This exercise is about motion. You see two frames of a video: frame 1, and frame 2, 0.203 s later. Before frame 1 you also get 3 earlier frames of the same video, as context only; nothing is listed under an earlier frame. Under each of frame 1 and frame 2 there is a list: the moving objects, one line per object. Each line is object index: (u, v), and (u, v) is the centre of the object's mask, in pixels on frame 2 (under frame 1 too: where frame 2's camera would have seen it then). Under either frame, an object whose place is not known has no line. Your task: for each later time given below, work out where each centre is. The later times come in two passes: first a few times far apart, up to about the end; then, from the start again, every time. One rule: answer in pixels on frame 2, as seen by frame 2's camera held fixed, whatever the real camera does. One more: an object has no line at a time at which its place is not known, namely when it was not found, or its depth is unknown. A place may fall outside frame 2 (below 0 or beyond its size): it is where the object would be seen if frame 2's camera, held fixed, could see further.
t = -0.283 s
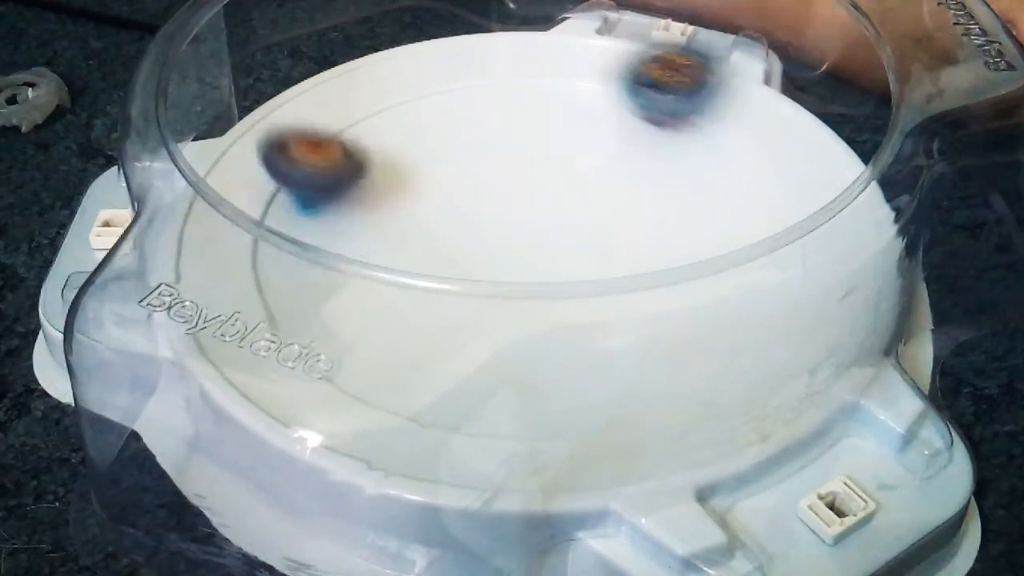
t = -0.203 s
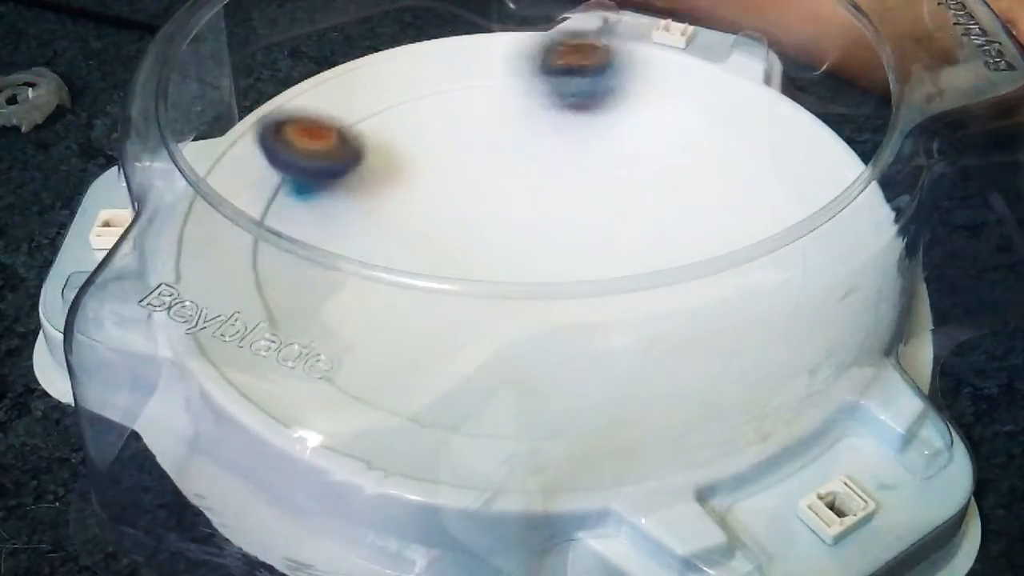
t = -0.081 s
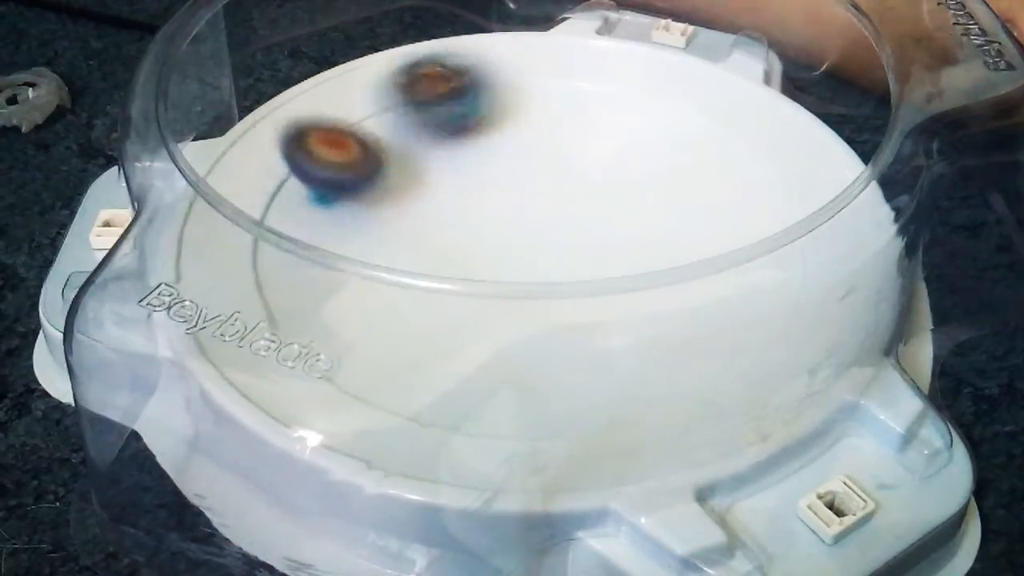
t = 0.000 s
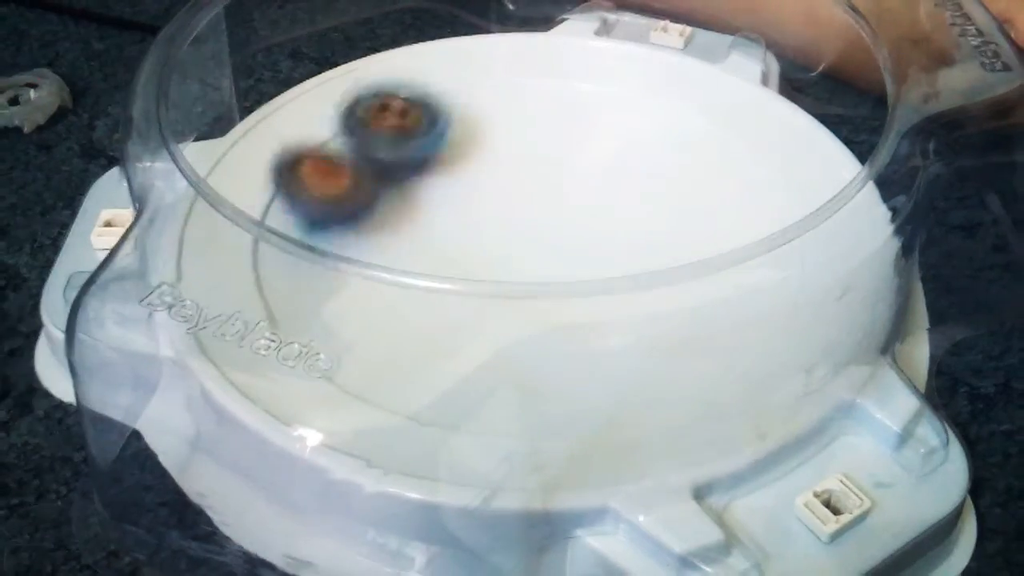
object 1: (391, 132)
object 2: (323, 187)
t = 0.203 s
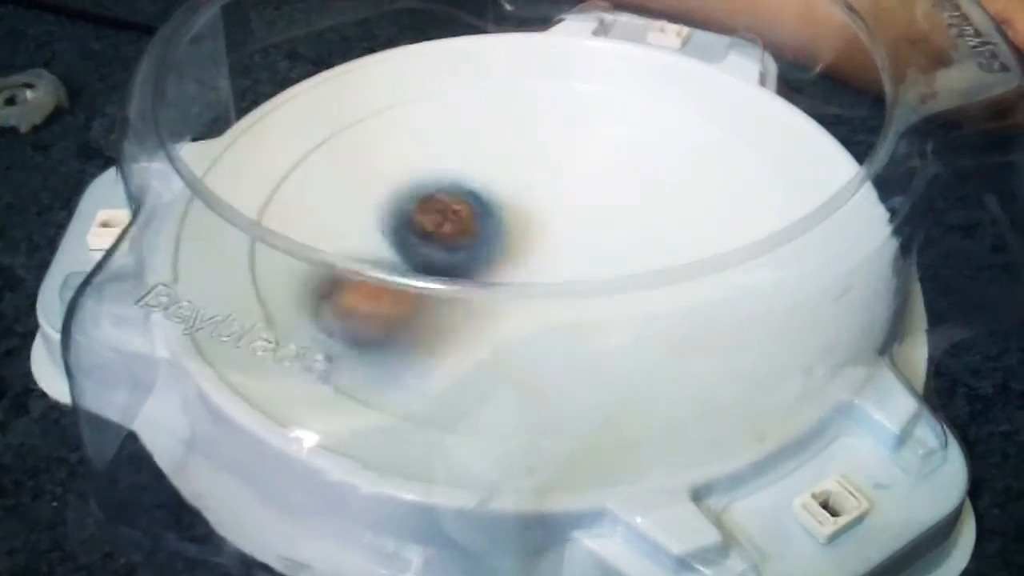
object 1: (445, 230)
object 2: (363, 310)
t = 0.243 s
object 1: (477, 243)
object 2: (426, 321)
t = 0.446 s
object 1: (742, 121)
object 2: (467, 417)
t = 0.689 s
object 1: (604, 137)
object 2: (566, 229)
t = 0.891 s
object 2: (272, 295)
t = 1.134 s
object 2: (277, 303)
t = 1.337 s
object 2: (406, 266)
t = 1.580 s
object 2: (425, 168)
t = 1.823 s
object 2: (409, 128)
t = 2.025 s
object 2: (442, 136)
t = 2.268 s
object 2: (550, 102)
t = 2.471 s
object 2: (593, 117)
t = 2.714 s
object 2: (647, 156)
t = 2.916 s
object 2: (669, 195)
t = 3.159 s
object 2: (756, 222)
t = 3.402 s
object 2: (651, 219)
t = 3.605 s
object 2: (451, 356)
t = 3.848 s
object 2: (382, 393)
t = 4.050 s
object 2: (386, 309)
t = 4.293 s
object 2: (434, 146)
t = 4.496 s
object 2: (518, 98)
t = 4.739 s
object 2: (594, 149)
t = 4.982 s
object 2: (620, 240)
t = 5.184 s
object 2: (556, 276)
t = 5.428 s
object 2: (470, 234)
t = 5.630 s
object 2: (470, 189)
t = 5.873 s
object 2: (592, 144)
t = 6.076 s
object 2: (668, 123)
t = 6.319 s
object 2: (647, 163)
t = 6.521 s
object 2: (623, 253)
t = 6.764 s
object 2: (588, 332)
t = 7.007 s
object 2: (494, 335)
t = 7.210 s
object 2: (427, 324)
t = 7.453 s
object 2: (449, 239)
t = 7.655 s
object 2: (470, 187)
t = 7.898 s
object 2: (453, 172)
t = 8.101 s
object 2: (478, 175)
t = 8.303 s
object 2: (519, 183)
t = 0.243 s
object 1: (477, 243)
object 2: (426, 321)
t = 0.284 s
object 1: (528, 245)
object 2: (452, 330)
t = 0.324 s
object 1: (602, 219)
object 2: (434, 372)
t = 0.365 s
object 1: (667, 184)
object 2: (432, 417)
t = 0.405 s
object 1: (712, 149)
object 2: (452, 413)
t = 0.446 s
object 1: (742, 121)
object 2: (467, 417)
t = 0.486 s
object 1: (741, 105)
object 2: (485, 397)
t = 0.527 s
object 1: (728, 103)
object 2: (503, 376)
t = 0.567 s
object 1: (686, 111)
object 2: (547, 323)
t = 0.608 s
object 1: (660, 117)
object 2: (560, 294)
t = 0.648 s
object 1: (633, 126)
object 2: (566, 255)
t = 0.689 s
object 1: (604, 137)
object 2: (566, 229)
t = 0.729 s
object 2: (517, 241)
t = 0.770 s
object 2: (437, 256)
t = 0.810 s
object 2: (344, 290)
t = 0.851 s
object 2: (287, 297)
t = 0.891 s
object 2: (272, 295)
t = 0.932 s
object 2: (254, 315)
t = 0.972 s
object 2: (243, 316)
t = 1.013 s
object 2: (238, 319)
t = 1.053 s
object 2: (245, 320)
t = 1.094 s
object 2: (259, 322)
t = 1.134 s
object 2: (277, 303)
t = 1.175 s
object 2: (290, 302)
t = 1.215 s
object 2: (306, 302)
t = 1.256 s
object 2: (332, 303)
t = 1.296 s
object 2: (361, 289)
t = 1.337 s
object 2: (406, 266)
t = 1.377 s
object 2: (418, 245)
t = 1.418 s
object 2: (421, 236)
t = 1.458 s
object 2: (424, 219)
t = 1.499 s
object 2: (426, 201)
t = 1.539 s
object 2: (426, 183)
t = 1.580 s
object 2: (425, 168)
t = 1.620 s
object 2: (421, 154)
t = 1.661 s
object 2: (418, 143)
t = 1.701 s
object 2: (414, 137)
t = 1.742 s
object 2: (411, 133)
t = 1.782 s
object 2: (409, 130)
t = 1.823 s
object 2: (409, 128)
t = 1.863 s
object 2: (411, 126)
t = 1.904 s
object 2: (416, 127)
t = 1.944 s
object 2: (422, 130)
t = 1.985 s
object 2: (431, 132)
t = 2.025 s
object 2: (442, 136)
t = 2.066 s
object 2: (462, 129)
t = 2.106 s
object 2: (486, 124)
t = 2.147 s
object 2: (507, 114)
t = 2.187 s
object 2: (524, 108)
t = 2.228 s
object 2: (539, 104)
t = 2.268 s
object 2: (550, 102)
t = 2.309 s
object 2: (559, 102)
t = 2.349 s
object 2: (566, 105)
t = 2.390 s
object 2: (574, 108)
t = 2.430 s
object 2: (583, 112)
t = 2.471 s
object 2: (593, 117)
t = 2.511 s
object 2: (604, 123)
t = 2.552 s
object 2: (615, 129)
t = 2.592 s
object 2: (625, 135)
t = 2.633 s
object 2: (633, 141)
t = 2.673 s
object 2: (640, 149)
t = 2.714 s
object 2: (647, 156)
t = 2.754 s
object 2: (652, 164)
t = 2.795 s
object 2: (657, 172)
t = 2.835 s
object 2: (662, 180)
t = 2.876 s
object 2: (665, 188)
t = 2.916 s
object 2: (669, 195)
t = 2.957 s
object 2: (691, 208)
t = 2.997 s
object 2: (713, 215)
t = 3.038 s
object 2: (731, 221)
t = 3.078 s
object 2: (743, 223)
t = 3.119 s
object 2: (752, 224)
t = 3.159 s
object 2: (756, 222)
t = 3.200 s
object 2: (755, 220)
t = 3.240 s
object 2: (748, 219)
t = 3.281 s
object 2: (731, 214)
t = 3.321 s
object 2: (712, 214)
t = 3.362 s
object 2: (685, 215)
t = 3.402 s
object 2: (651, 219)
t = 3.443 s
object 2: (610, 219)
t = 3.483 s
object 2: (569, 252)
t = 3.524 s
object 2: (524, 298)
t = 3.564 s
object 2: (482, 339)
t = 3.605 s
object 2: (451, 356)
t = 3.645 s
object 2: (432, 374)
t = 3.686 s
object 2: (416, 383)
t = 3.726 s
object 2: (403, 397)
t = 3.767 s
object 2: (386, 404)
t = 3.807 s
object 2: (382, 402)
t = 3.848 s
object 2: (382, 393)
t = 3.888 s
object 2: (378, 374)
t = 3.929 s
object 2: (375, 356)
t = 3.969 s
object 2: (381, 341)
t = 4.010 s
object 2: (385, 324)
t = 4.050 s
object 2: (386, 309)
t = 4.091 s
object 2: (393, 267)
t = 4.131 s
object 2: (399, 240)
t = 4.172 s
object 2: (404, 216)
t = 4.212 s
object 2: (413, 190)
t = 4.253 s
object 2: (422, 168)
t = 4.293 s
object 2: (434, 146)
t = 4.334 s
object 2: (446, 131)
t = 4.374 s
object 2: (471, 108)
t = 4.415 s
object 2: (485, 101)
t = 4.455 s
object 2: (500, 98)
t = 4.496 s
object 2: (518, 98)
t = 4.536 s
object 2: (530, 101)
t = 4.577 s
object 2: (541, 107)
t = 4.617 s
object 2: (554, 115)
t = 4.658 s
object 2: (568, 126)
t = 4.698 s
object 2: (582, 137)
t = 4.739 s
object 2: (594, 149)
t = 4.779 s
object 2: (604, 164)
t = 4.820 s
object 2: (612, 179)
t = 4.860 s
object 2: (620, 192)
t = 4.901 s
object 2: (624, 209)
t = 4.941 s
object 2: (624, 226)
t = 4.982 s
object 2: (620, 240)
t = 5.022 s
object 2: (612, 249)
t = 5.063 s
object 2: (604, 256)
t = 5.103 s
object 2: (590, 274)
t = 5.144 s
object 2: (574, 280)
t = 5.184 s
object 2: (556, 276)
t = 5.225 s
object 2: (540, 263)
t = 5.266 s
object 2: (523, 261)
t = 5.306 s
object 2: (508, 255)
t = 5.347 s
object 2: (493, 247)
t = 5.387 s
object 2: (481, 242)
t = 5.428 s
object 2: (470, 234)
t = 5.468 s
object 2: (461, 220)
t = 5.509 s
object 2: (457, 210)
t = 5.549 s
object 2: (455, 203)
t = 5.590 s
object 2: (458, 196)
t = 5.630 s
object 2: (470, 189)
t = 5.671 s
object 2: (486, 183)
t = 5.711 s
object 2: (507, 175)
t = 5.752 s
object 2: (527, 167)
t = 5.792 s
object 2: (550, 160)
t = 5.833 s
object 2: (571, 152)
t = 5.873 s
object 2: (592, 144)
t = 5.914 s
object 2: (609, 138)
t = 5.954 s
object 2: (627, 133)
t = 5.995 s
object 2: (644, 128)
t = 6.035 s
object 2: (657, 125)
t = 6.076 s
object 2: (668, 123)
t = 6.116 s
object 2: (674, 123)
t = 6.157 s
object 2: (675, 126)
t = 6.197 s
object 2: (673, 129)
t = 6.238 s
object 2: (666, 139)
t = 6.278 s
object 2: (657, 149)
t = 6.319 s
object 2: (647, 163)
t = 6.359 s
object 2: (636, 177)
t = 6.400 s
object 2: (630, 197)
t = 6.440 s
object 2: (624, 220)
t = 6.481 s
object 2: (625, 239)
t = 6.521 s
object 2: (623, 253)
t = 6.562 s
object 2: (621, 278)
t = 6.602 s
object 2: (619, 293)
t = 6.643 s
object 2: (612, 304)
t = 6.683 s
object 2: (606, 315)
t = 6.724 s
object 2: (598, 329)
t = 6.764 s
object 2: (588, 332)
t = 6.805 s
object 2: (575, 336)
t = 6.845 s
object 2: (561, 335)
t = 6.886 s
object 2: (548, 333)
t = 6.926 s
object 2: (536, 330)
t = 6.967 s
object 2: (520, 331)
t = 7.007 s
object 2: (494, 335)
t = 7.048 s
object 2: (473, 336)
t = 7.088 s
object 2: (457, 336)
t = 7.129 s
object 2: (444, 335)
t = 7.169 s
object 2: (434, 332)
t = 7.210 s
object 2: (427, 324)
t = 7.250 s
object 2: (425, 318)
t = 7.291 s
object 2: (424, 299)
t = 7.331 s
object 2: (426, 277)
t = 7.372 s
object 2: (431, 255)
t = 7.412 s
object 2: (439, 248)
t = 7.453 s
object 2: (449, 239)
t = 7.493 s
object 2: (458, 224)
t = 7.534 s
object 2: (470, 210)
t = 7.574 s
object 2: (464, 204)
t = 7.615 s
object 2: (466, 196)
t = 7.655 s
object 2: (470, 187)
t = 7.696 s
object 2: (465, 181)
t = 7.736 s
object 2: (459, 175)
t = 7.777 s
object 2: (454, 170)
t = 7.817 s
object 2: (450, 167)
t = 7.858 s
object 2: (450, 169)
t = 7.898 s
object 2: (453, 172)
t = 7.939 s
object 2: (459, 176)
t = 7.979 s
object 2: (466, 180)
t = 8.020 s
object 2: (472, 180)
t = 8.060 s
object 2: (477, 179)
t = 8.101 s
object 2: (478, 175)
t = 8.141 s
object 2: (485, 172)
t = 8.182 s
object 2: (494, 174)
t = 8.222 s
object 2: (499, 174)
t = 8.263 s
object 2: (507, 176)
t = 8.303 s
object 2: (519, 183)
